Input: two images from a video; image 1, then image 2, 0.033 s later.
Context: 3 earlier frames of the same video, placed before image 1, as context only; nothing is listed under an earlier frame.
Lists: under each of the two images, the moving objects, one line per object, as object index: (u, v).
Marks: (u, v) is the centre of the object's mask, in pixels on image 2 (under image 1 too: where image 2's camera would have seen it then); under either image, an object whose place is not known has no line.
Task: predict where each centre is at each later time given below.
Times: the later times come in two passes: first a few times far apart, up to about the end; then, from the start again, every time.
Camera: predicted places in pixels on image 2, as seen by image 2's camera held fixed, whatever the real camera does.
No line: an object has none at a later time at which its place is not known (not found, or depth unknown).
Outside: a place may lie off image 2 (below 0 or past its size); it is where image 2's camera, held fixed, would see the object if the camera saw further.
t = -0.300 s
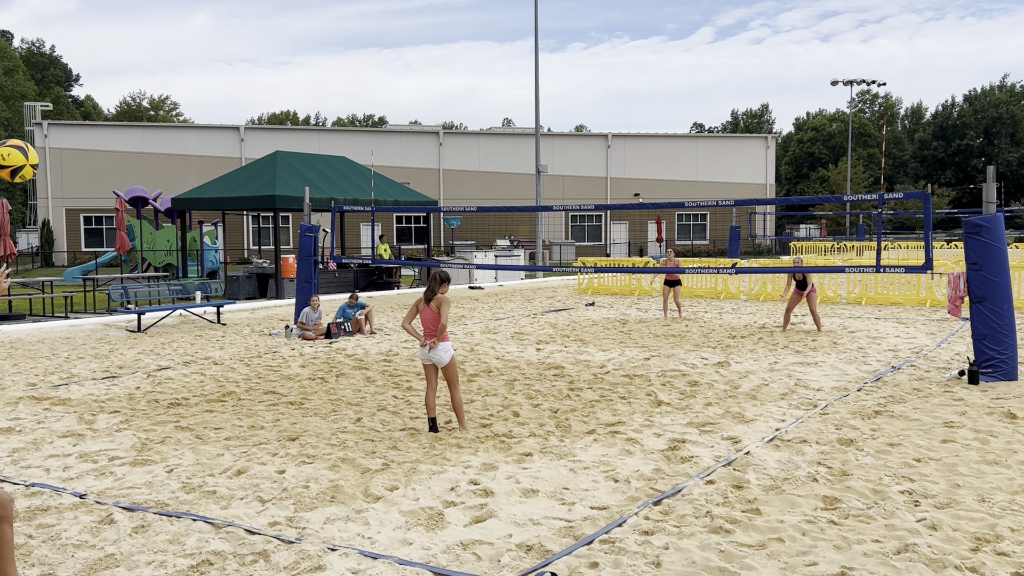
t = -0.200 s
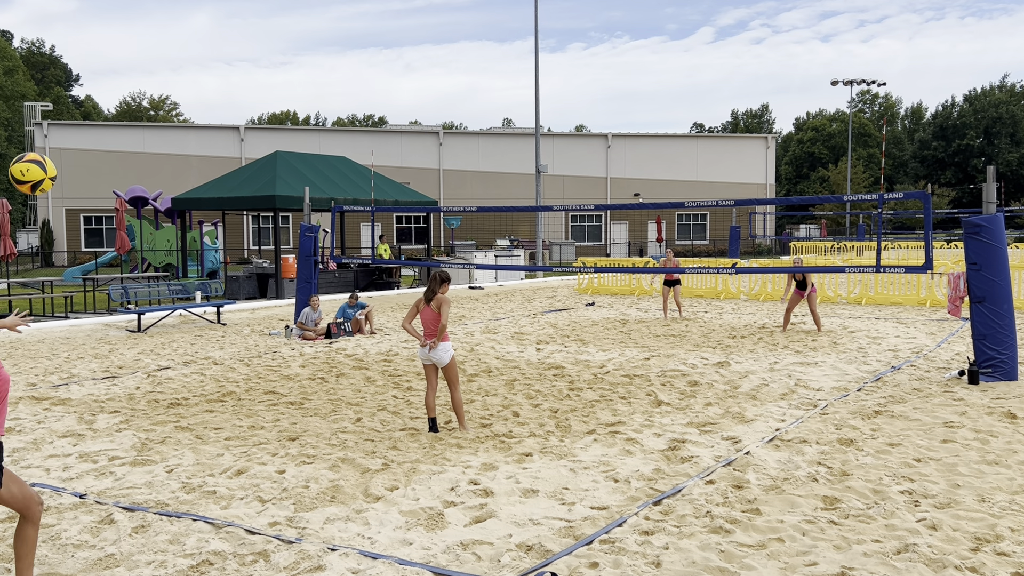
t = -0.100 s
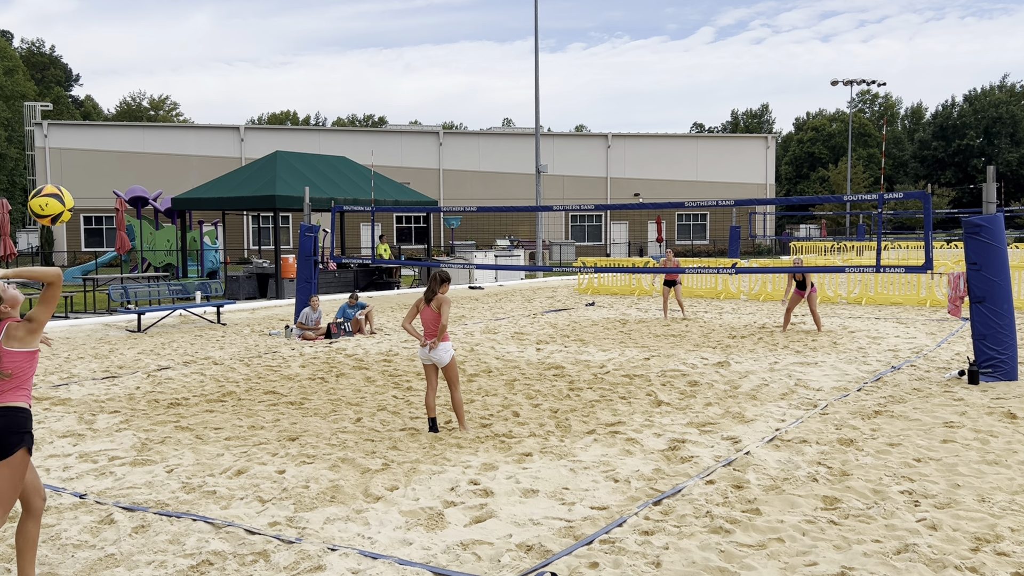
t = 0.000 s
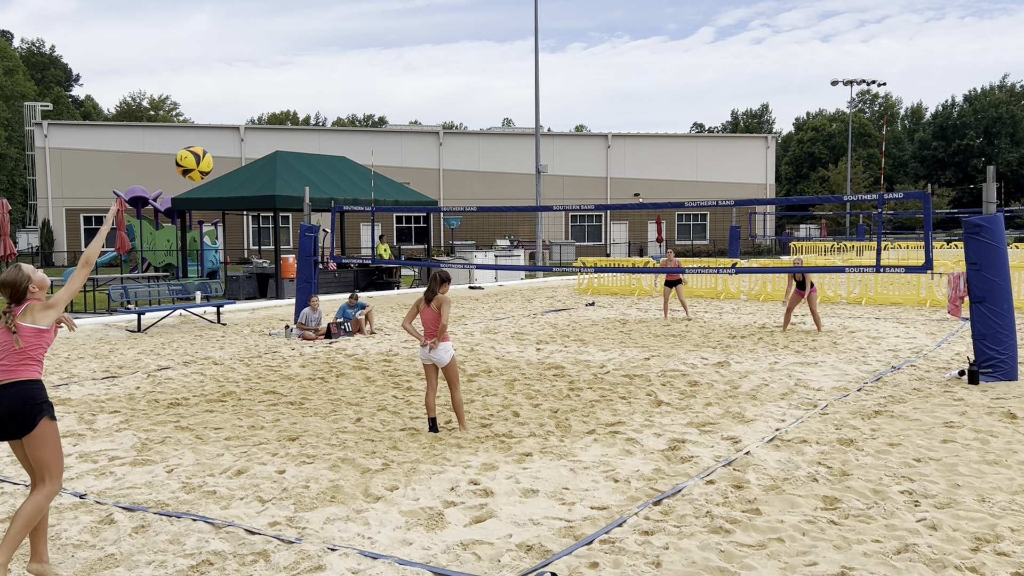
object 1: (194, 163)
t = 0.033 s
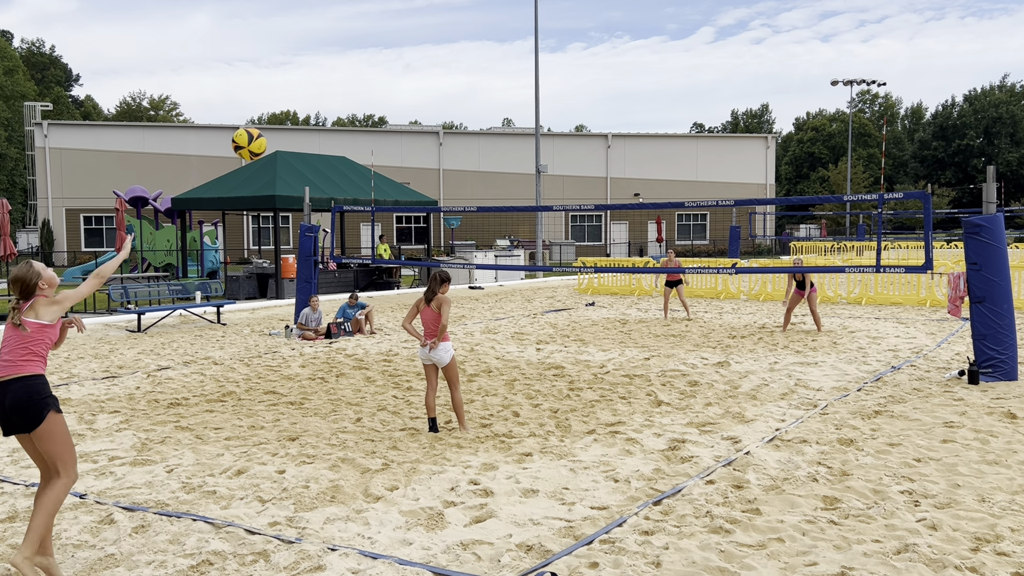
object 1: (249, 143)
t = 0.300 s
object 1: (525, 87)
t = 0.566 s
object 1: (666, 113)
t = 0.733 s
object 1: (725, 146)
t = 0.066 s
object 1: (298, 128)
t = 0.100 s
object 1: (340, 115)
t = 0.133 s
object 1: (379, 106)
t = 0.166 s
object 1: (414, 99)
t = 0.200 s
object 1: (446, 94)
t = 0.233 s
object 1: (474, 90)
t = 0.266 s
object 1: (501, 88)
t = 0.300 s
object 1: (525, 87)
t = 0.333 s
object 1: (547, 87)
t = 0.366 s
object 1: (568, 89)
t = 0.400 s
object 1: (587, 91)
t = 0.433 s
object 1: (605, 94)
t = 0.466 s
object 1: (622, 97)
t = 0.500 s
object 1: (637, 102)
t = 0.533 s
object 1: (652, 107)
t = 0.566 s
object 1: (666, 113)
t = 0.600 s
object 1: (680, 118)
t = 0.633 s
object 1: (692, 125)
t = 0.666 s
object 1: (703, 131)
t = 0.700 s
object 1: (715, 139)
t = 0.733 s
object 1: (725, 146)
